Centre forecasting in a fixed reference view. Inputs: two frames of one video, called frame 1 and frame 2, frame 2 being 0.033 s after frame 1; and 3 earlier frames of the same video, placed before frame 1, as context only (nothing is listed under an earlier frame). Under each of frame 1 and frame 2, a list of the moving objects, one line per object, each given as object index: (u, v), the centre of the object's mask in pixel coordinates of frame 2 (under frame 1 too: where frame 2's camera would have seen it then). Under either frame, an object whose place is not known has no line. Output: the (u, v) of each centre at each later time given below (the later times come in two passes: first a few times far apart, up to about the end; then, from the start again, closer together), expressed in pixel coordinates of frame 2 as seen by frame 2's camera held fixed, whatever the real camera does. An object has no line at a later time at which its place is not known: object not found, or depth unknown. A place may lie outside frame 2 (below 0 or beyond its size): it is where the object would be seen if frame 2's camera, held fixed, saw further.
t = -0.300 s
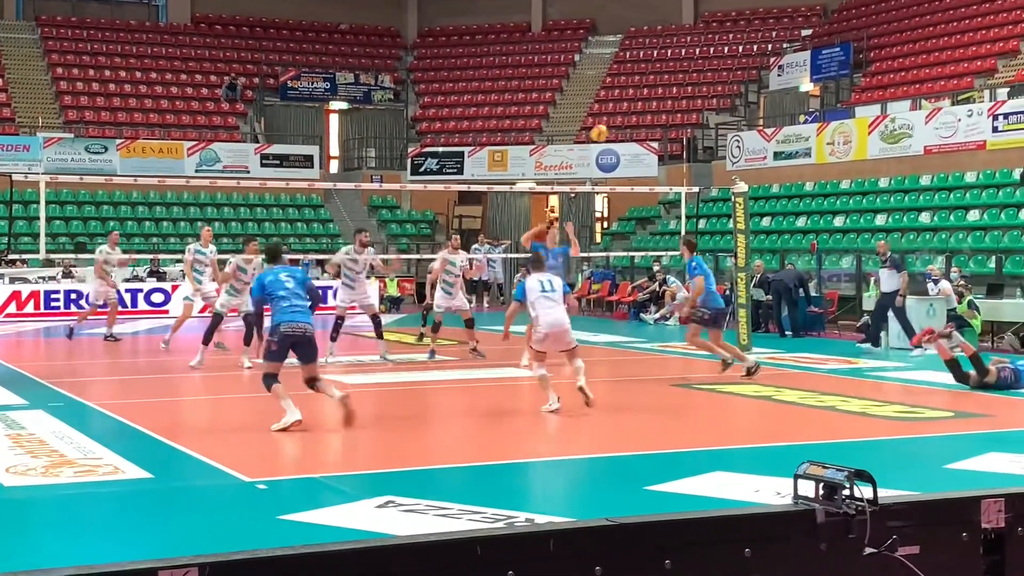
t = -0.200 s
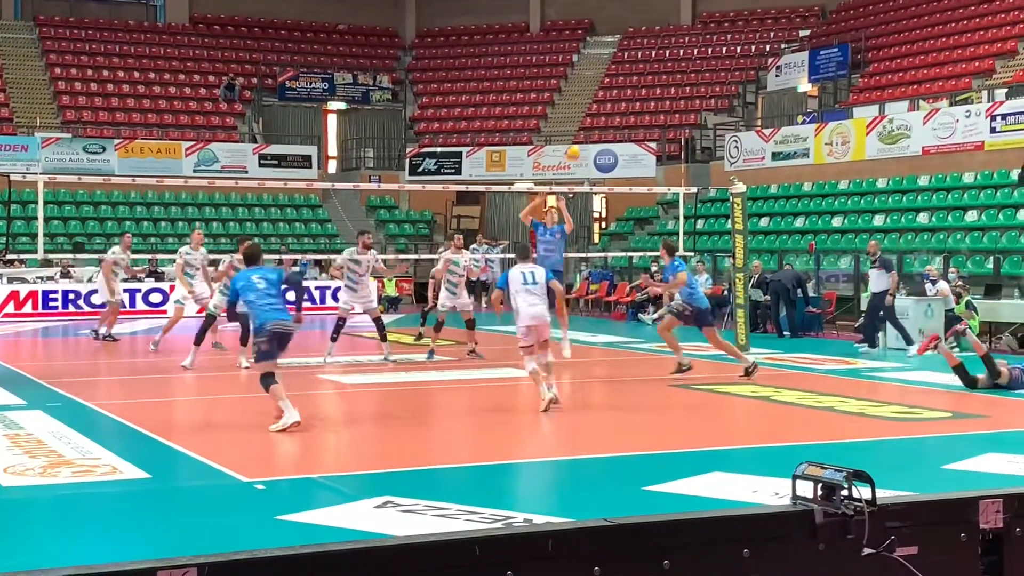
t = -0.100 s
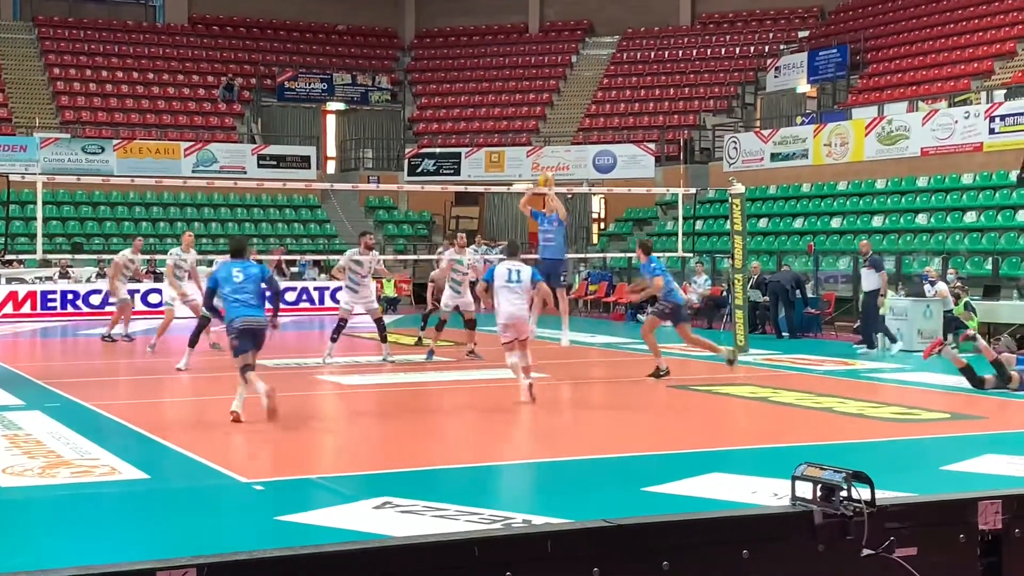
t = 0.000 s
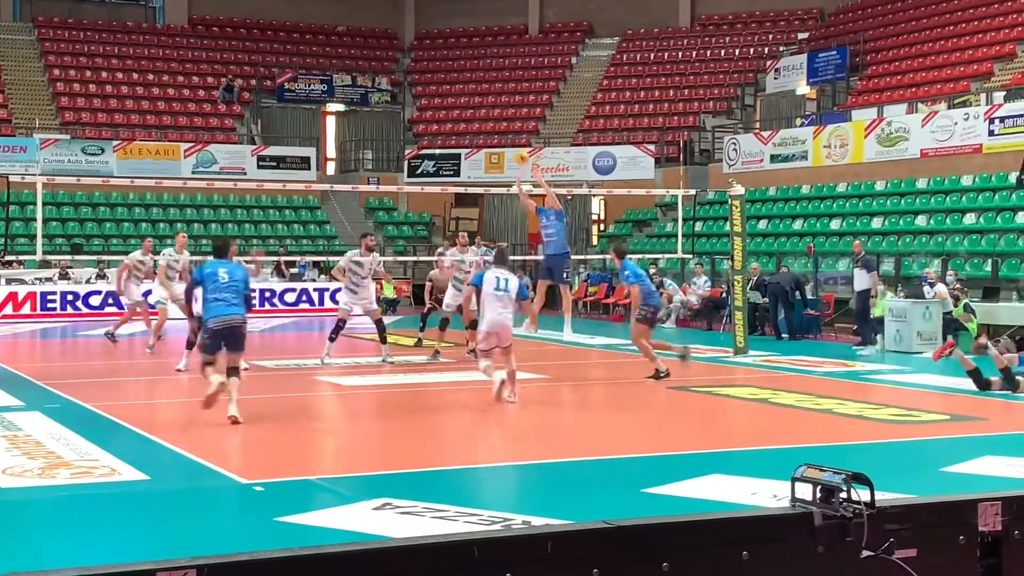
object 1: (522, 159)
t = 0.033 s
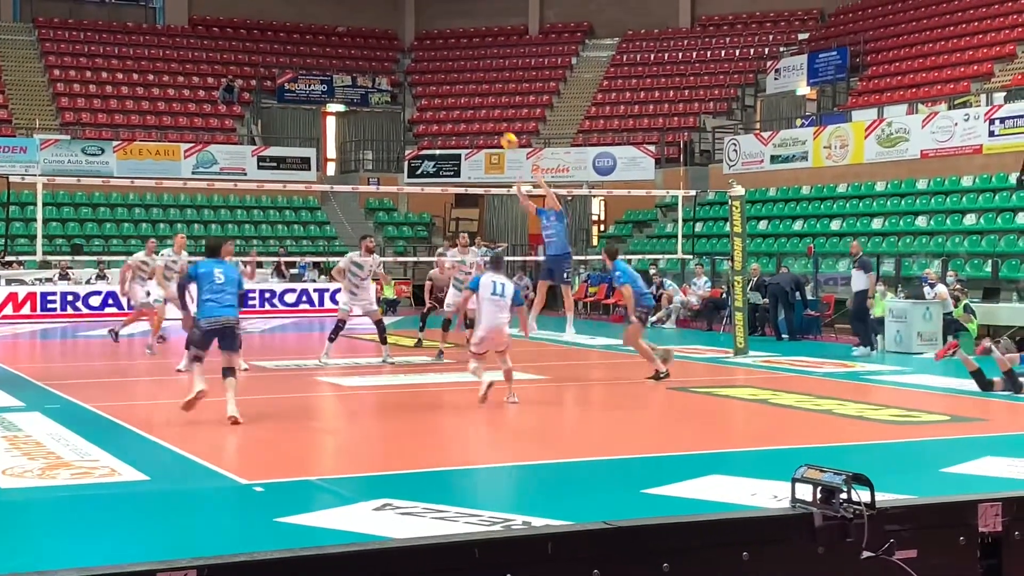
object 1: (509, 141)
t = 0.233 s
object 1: (438, 62)
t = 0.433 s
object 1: (366, 12)
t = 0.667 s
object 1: (281, -6)
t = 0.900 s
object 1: (194, 20)
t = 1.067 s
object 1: (132, 67)
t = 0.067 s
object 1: (498, 127)
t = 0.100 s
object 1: (485, 112)
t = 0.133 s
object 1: (473, 98)
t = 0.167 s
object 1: (462, 85)
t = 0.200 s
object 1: (450, 73)
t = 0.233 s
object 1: (438, 62)
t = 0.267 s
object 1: (426, 51)
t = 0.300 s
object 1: (414, 42)
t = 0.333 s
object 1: (402, 33)
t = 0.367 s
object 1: (390, 25)
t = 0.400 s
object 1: (378, 18)
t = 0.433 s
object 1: (366, 12)
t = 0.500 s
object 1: (342, 3)
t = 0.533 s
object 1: (330, -1)
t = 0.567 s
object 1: (318, -3)
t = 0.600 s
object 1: (305, -5)
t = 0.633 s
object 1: (293, -6)
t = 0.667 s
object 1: (281, -6)
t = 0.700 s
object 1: (268, -5)
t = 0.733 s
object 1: (256, -3)
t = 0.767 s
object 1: (244, -1)
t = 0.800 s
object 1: (231, 3)
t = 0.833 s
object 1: (219, 8)
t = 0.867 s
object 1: (206, 14)
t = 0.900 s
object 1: (194, 20)
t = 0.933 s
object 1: (181, 28)
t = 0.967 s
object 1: (169, 35)
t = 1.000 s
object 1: (156, 46)
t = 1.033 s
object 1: (145, 56)
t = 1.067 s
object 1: (132, 67)
